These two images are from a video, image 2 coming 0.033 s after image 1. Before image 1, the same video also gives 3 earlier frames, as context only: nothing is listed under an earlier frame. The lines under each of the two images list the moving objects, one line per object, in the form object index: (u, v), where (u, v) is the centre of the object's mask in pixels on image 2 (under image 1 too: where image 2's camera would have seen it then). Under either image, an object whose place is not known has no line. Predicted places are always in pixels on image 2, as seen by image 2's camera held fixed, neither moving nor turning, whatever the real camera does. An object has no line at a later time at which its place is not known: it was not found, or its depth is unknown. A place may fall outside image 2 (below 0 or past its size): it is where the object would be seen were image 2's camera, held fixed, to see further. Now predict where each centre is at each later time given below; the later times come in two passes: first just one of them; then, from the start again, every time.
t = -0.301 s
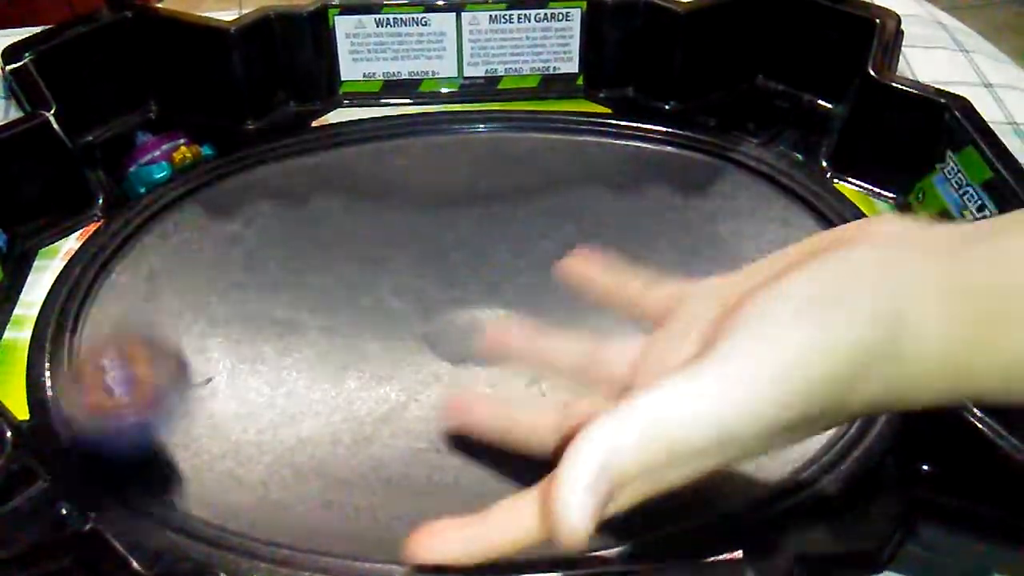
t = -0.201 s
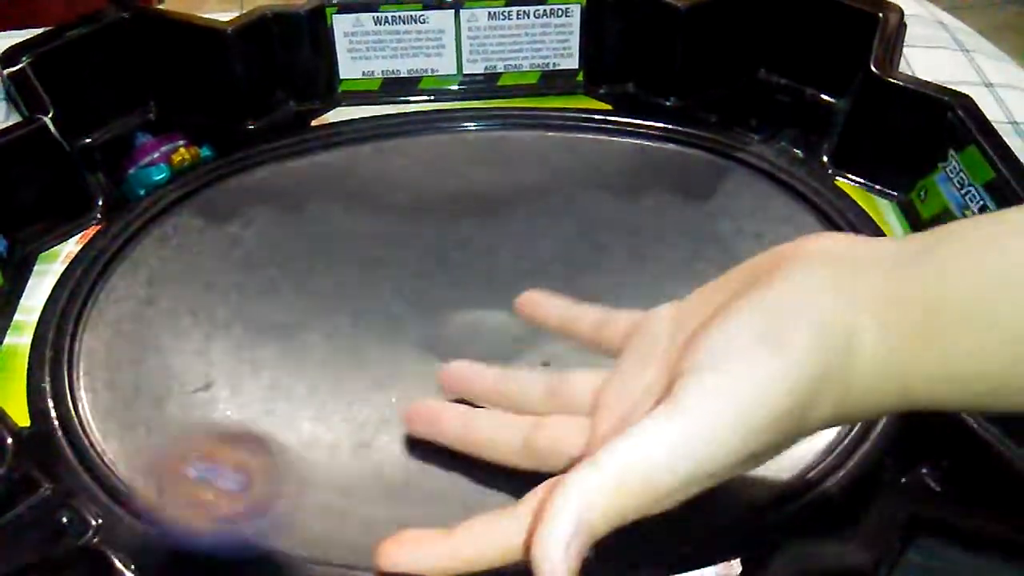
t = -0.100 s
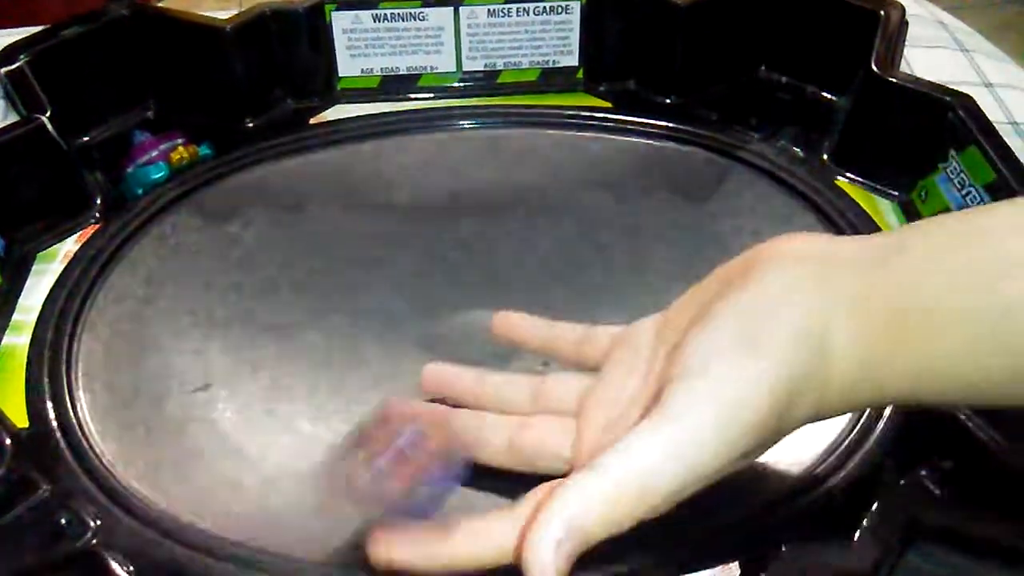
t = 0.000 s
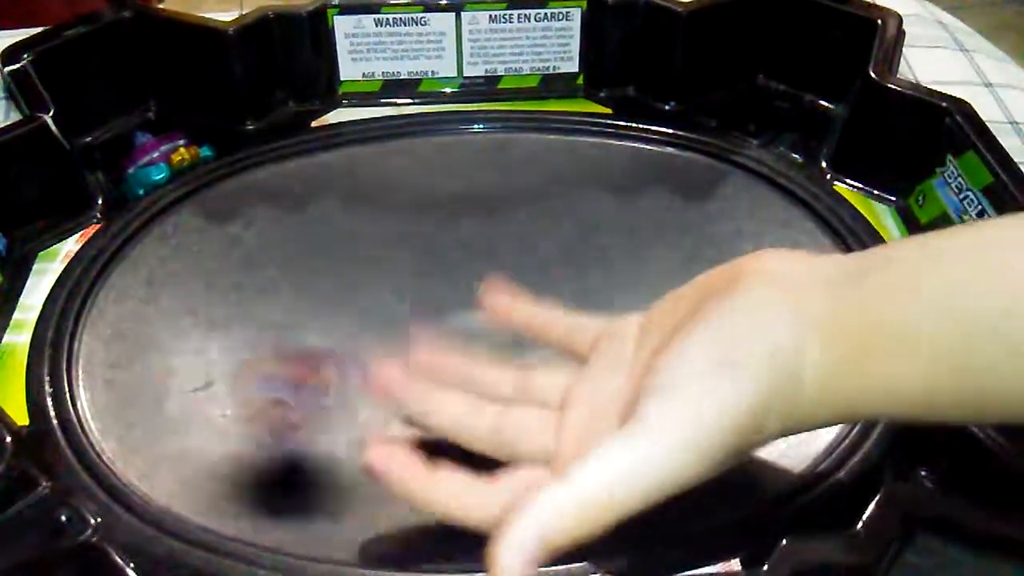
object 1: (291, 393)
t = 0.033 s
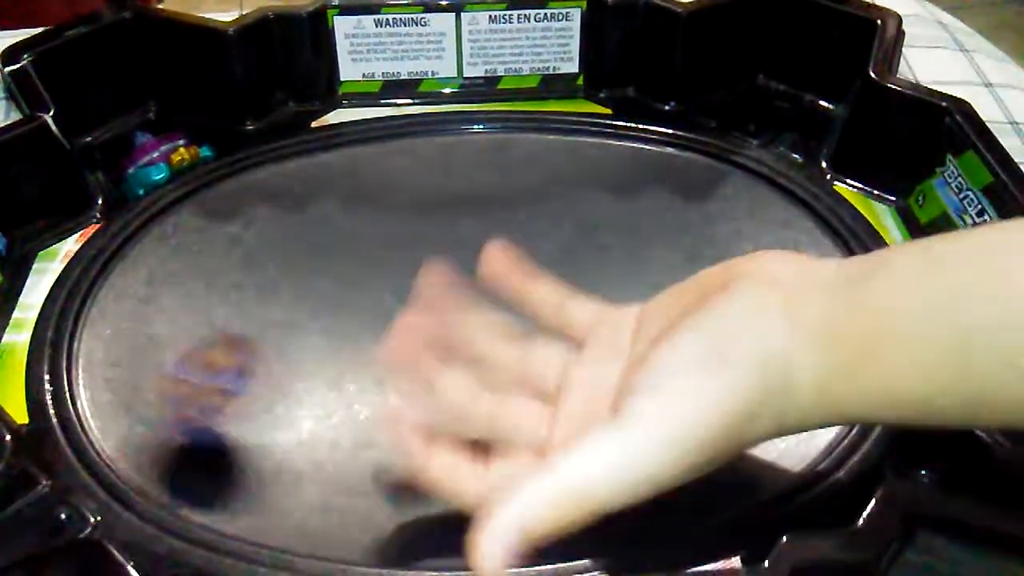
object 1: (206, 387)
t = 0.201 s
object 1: (42, 300)
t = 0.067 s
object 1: (140, 366)
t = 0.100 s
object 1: (88, 352)
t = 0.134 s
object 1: (54, 327)
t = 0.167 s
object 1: (48, 312)
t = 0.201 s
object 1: (42, 300)
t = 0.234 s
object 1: (40, 292)
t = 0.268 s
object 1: (46, 292)
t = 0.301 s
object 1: (51, 295)
